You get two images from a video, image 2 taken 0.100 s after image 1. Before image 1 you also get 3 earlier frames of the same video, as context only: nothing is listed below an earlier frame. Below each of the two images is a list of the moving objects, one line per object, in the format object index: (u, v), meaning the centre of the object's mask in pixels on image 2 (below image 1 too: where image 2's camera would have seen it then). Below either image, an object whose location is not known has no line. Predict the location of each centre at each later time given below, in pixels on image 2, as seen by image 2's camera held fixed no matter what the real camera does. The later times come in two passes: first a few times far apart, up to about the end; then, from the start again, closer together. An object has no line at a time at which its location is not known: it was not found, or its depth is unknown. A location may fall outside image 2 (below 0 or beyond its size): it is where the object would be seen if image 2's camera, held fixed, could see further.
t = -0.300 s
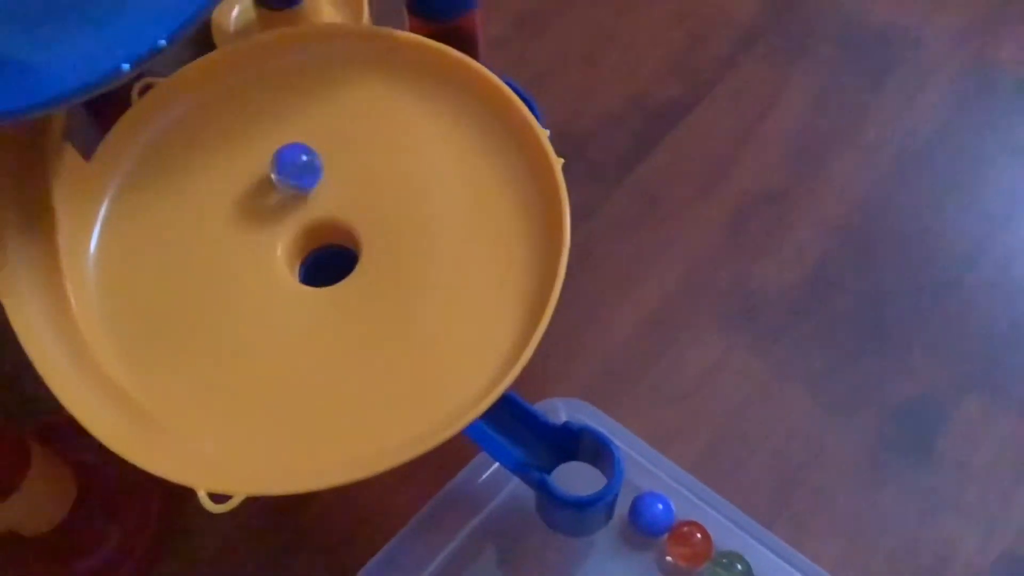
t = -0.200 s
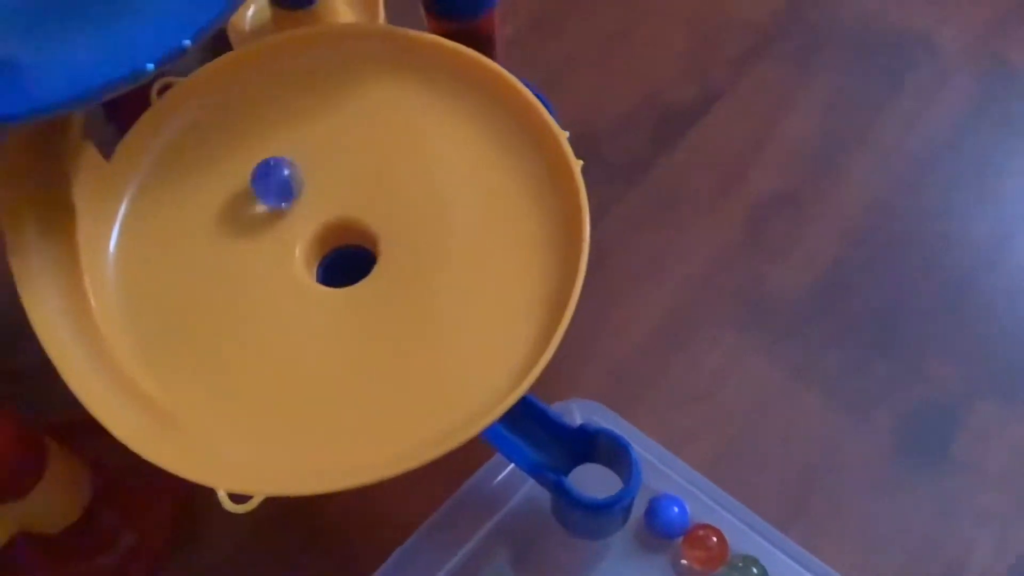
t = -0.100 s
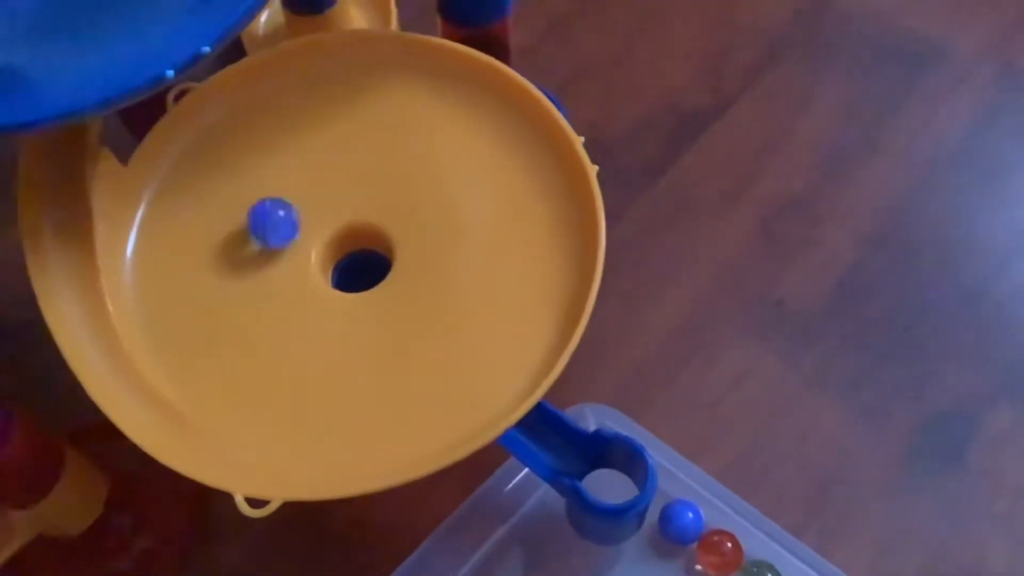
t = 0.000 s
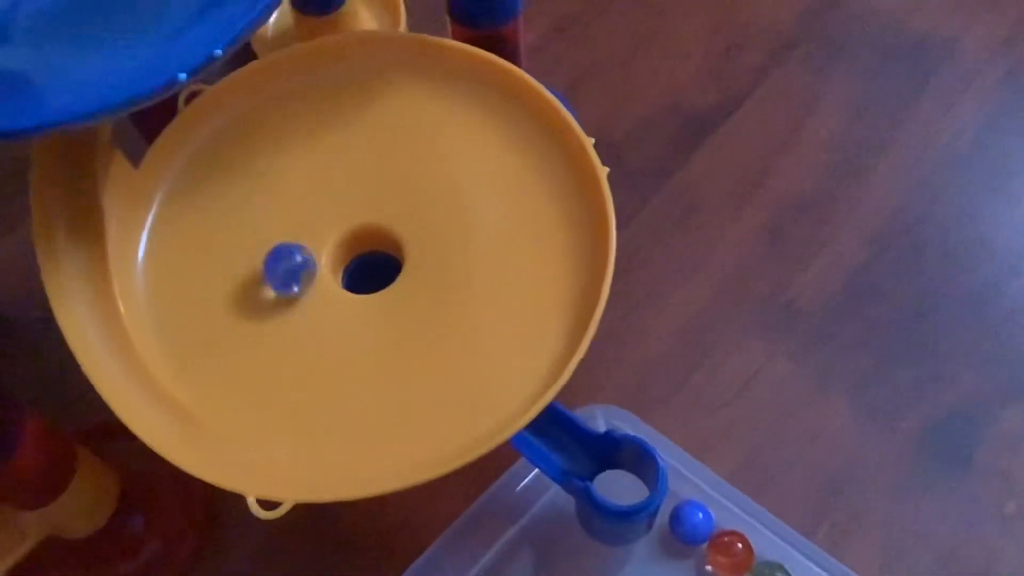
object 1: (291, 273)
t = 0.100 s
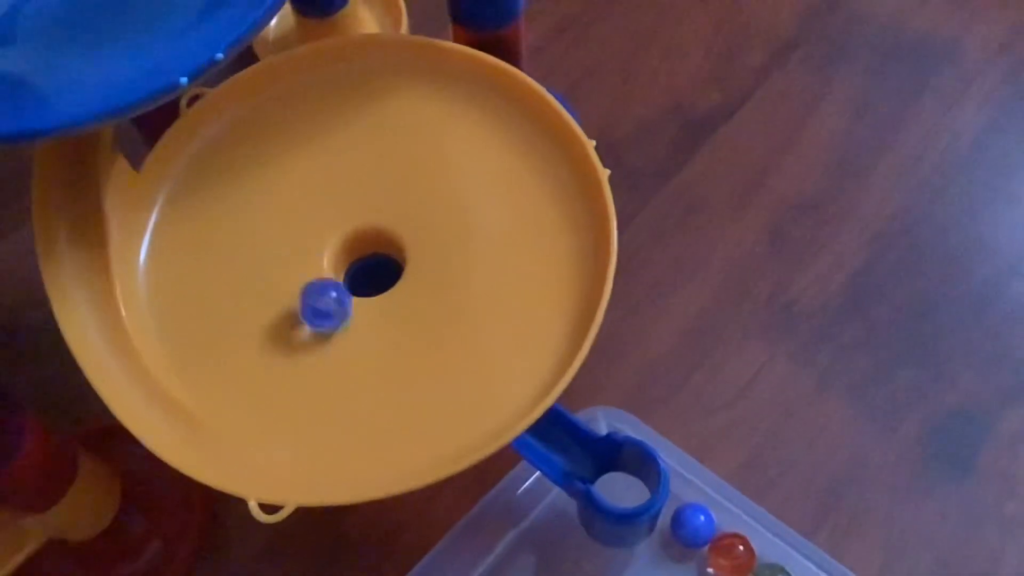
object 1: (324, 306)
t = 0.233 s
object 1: (385, 303)
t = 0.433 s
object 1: (403, 225)
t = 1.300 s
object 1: (399, 215)
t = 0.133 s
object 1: (339, 311)
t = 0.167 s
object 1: (355, 312)
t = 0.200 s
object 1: (370, 309)
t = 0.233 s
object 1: (385, 303)
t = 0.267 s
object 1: (396, 294)
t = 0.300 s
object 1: (406, 283)
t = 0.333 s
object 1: (411, 268)
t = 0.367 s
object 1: (413, 253)
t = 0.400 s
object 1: (410, 238)
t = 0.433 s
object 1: (403, 225)
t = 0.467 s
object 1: (392, 214)
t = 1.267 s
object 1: (407, 226)
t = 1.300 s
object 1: (399, 215)
